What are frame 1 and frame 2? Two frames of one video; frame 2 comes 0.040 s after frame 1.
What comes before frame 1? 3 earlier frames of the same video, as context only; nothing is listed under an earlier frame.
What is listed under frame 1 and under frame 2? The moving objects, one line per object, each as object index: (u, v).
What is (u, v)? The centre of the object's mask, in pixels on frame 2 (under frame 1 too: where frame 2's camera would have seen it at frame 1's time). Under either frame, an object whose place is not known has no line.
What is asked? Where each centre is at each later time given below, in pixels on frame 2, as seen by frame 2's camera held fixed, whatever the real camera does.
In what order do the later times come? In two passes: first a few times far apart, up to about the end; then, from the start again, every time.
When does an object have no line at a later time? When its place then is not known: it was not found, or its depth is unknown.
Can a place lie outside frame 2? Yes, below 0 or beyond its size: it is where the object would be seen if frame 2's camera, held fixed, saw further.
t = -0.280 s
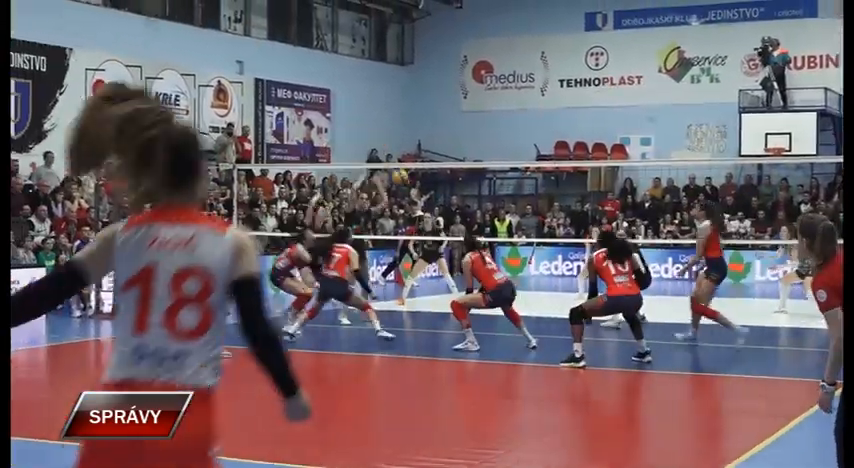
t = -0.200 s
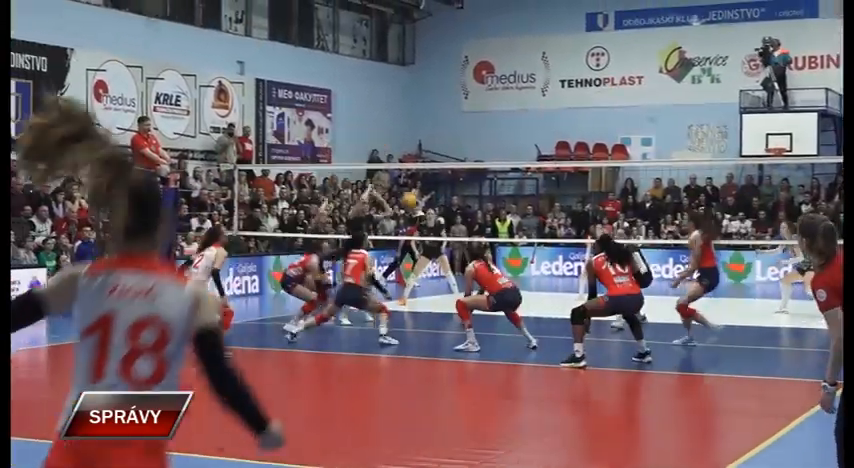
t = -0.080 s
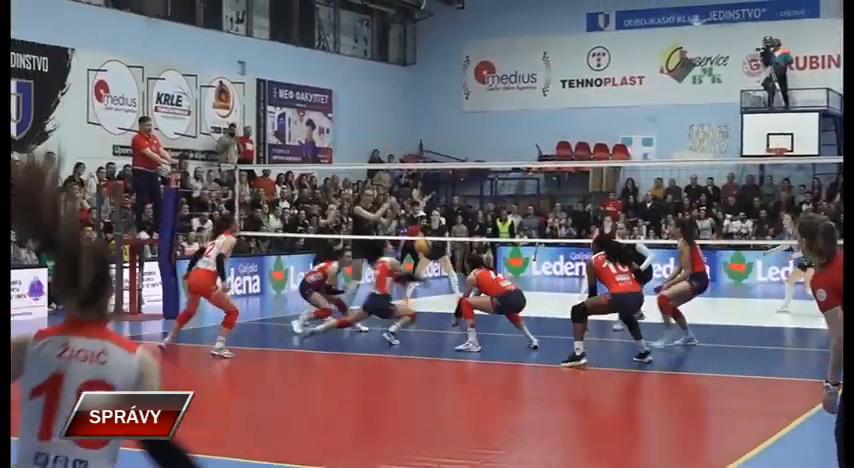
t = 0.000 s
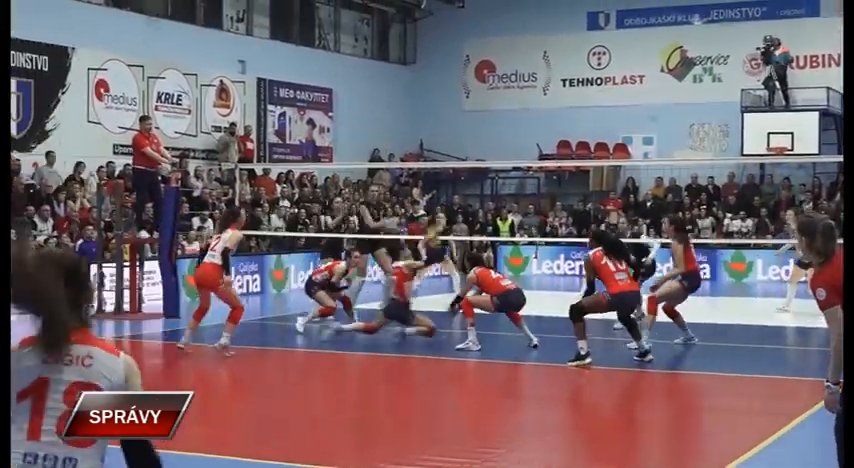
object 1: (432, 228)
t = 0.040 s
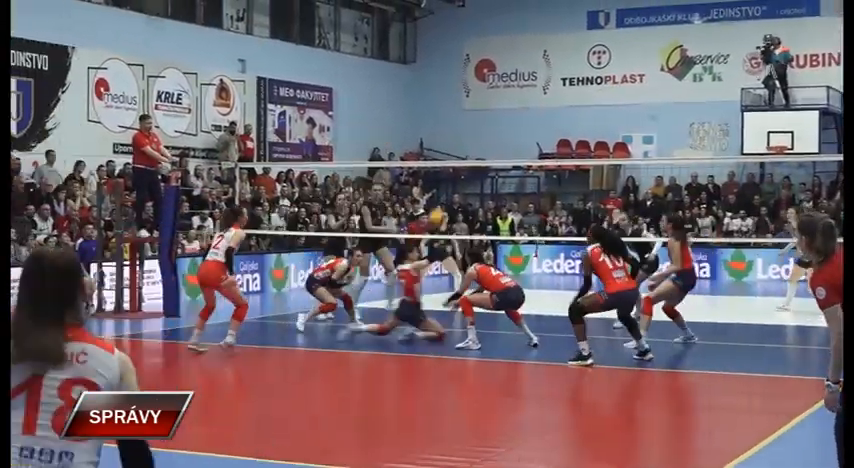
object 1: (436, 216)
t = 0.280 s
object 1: (461, 124)
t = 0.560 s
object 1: (488, 68)
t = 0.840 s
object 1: (519, 82)
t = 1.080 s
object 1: (547, 158)
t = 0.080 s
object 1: (440, 198)
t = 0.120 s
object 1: (442, 180)
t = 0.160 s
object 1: (448, 165)
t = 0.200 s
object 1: (452, 149)
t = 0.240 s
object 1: (456, 135)
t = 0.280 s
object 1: (461, 124)
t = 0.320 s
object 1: (463, 112)
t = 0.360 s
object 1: (468, 101)
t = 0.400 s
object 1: (472, 92)
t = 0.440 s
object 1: (476, 85)
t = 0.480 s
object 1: (480, 77)
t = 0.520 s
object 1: (484, 72)
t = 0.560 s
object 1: (488, 68)
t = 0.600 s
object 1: (492, 65)
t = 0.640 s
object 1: (498, 65)
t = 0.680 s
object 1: (500, 65)
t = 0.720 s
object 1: (506, 66)
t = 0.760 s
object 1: (510, 70)
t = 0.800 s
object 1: (515, 75)
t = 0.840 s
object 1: (519, 82)
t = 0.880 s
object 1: (525, 90)
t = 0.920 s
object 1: (530, 100)
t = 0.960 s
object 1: (534, 112)
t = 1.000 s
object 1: (538, 125)
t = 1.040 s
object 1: (543, 139)
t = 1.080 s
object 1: (547, 158)
